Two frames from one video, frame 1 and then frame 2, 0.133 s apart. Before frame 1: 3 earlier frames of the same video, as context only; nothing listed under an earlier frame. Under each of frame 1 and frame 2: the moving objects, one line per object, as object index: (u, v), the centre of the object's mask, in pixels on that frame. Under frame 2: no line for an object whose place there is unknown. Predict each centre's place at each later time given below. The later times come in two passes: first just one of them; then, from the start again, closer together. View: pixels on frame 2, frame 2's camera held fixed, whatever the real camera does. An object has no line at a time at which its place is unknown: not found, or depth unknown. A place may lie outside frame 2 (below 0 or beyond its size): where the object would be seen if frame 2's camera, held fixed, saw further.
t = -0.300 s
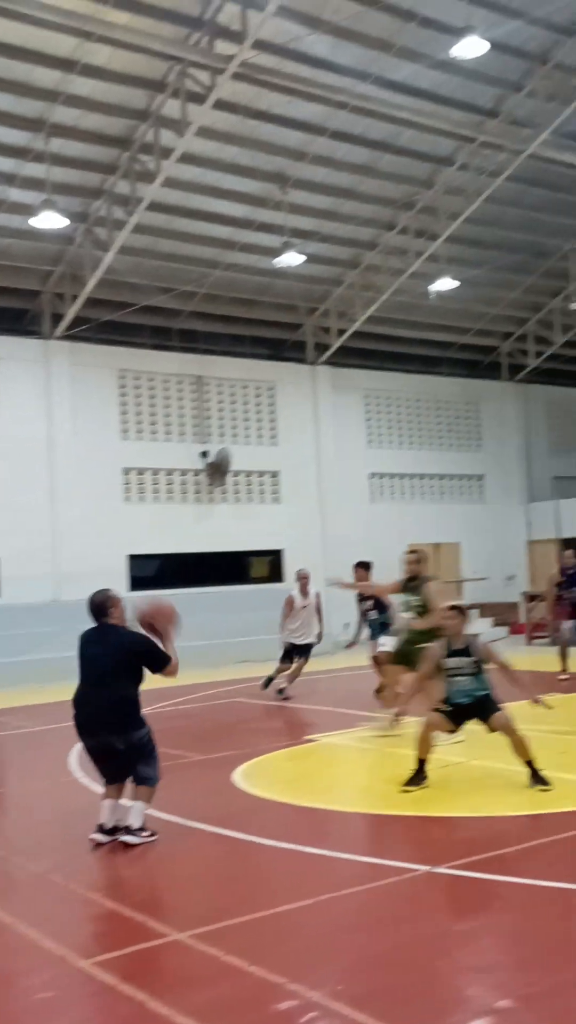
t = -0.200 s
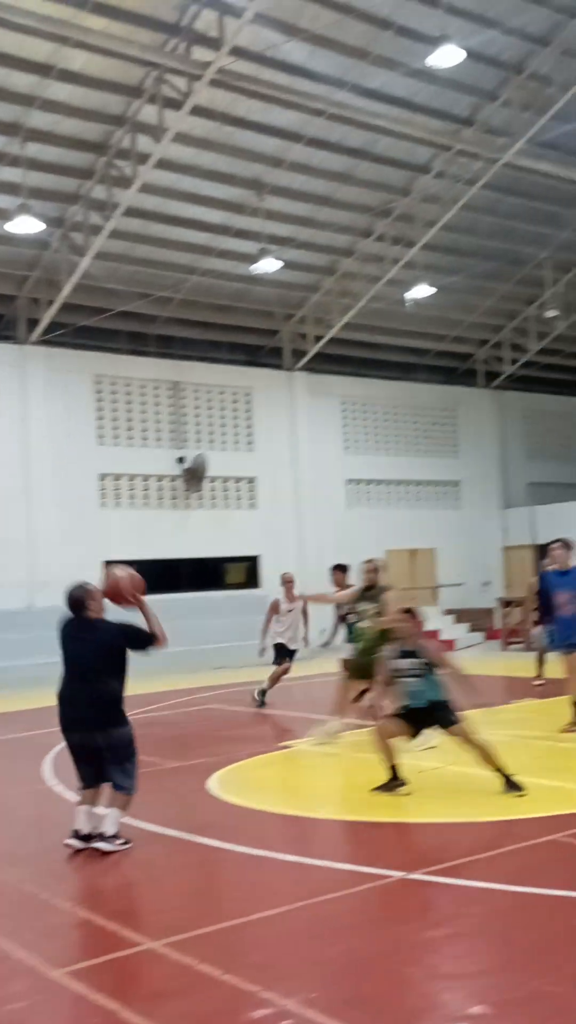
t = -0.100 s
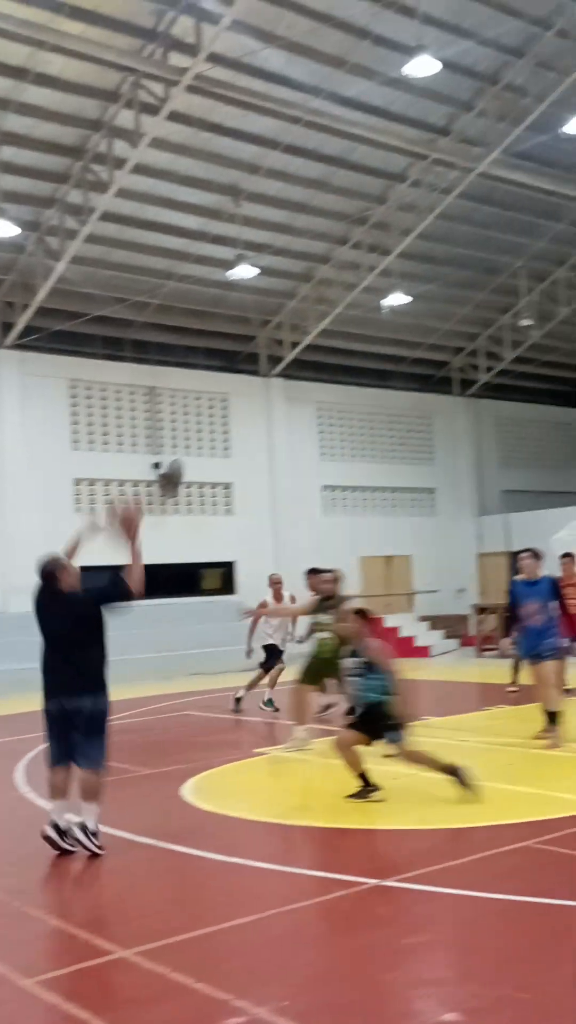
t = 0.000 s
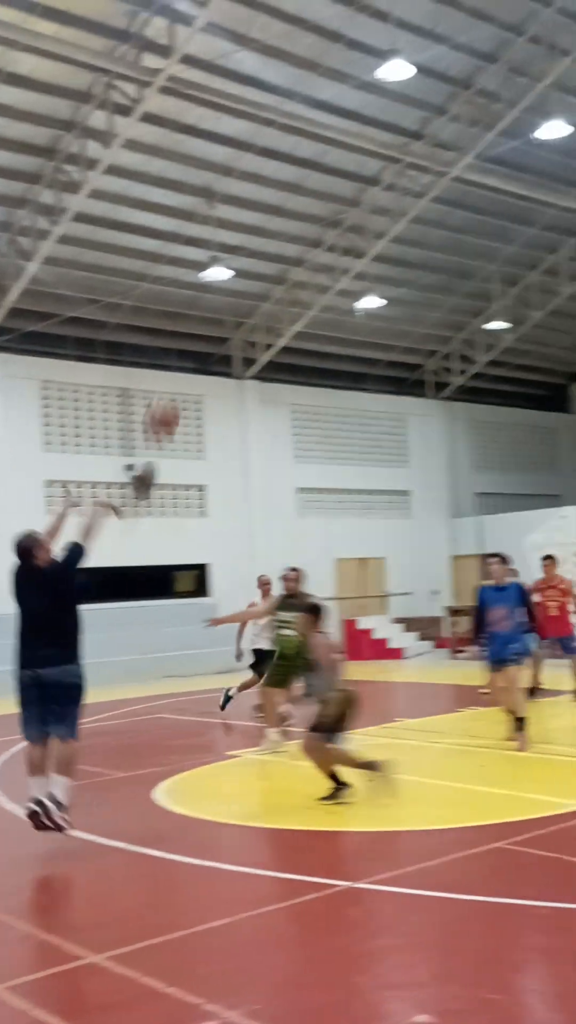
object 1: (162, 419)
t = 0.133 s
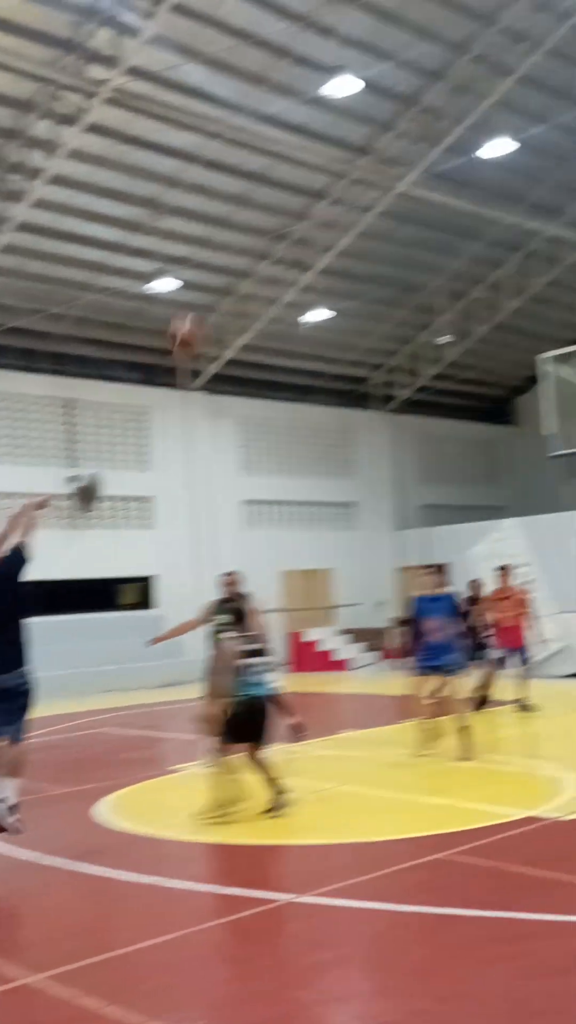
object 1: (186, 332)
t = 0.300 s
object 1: (269, 262)
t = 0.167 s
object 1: (202, 316)
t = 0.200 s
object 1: (221, 299)
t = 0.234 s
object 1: (237, 284)
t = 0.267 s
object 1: (252, 272)
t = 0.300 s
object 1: (269, 262)
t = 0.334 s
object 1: (284, 254)
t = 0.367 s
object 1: (299, 247)
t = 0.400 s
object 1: (314, 241)
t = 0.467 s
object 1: (339, 234)
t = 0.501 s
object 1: (353, 232)
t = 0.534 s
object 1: (367, 232)
